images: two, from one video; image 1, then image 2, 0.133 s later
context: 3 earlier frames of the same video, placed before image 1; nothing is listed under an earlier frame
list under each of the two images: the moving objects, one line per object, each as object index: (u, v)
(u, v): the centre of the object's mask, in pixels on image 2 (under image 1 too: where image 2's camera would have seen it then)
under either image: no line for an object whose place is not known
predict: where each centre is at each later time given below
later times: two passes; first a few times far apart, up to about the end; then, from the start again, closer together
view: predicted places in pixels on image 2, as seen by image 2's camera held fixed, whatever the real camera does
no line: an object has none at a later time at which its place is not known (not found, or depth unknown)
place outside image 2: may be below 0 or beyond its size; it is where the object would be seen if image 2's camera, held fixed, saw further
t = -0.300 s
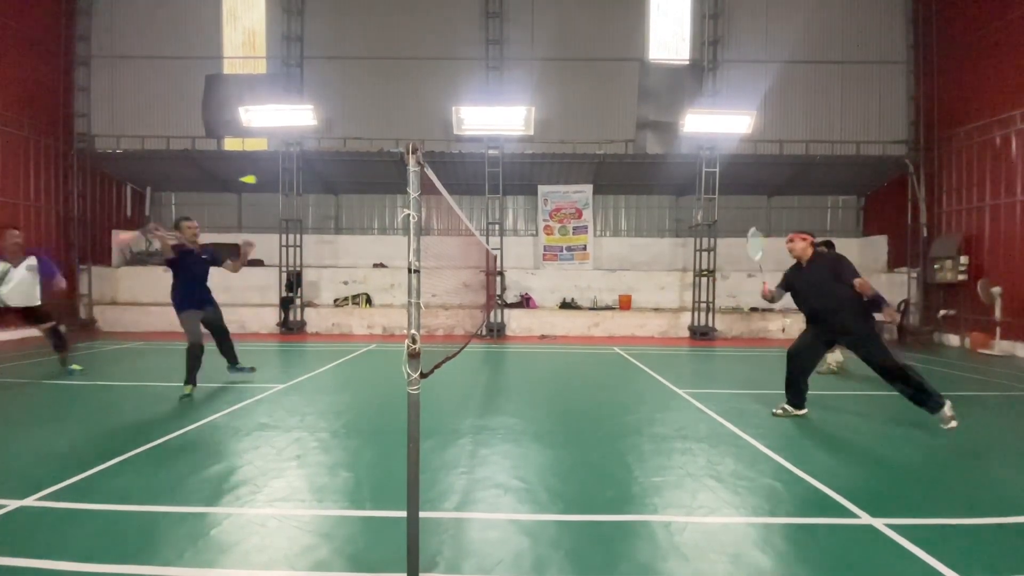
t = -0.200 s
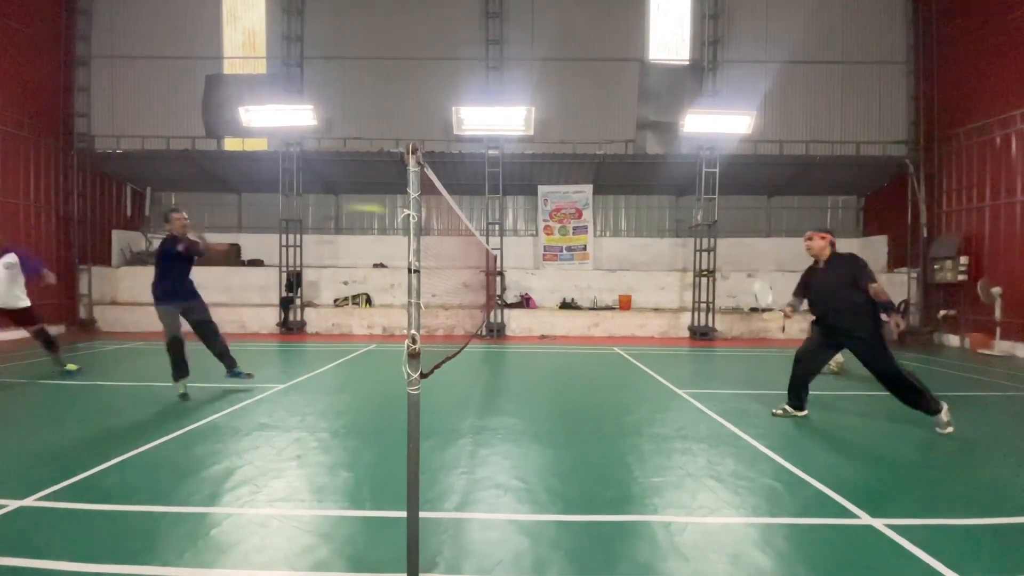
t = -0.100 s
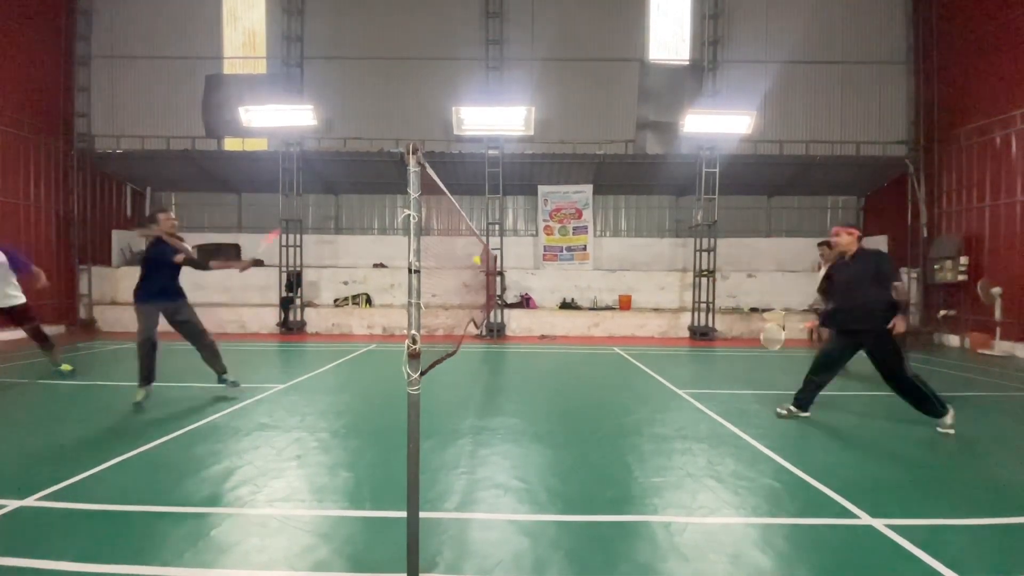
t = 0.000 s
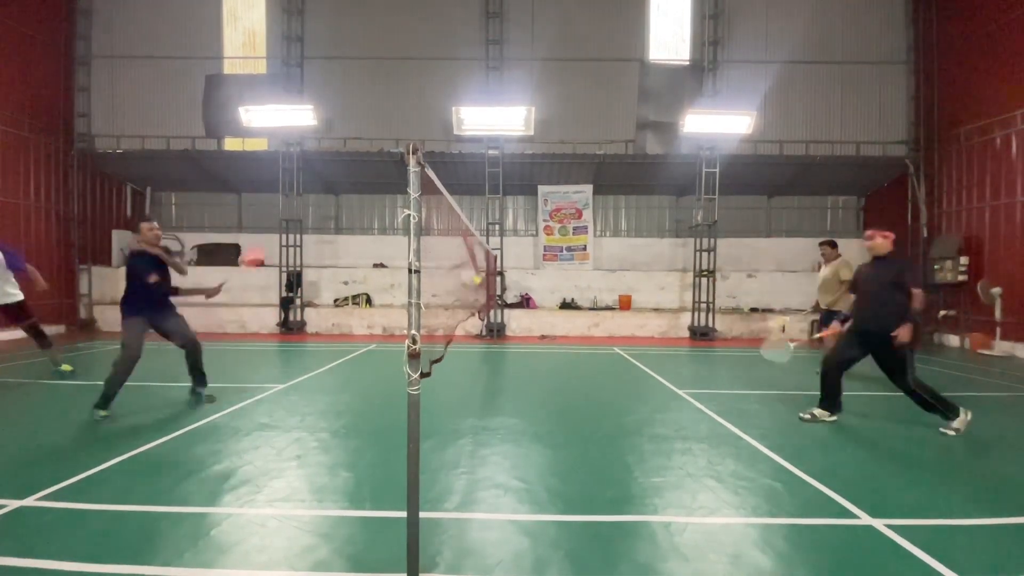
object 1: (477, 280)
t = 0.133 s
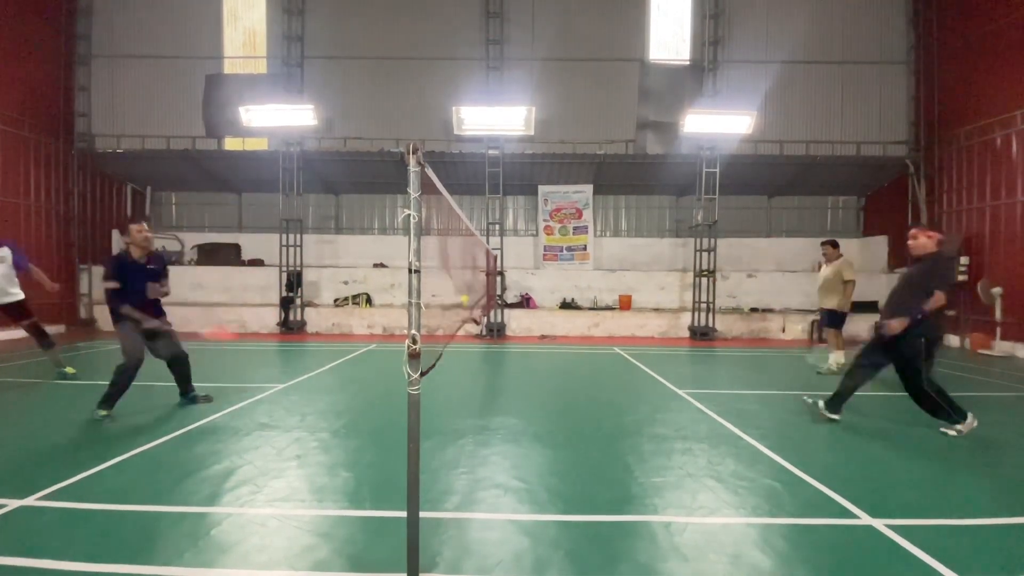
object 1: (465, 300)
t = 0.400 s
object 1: (453, 404)
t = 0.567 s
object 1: (460, 407)
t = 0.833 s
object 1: (474, 413)
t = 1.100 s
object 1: (478, 417)
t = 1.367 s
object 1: (478, 418)
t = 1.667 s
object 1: (479, 419)
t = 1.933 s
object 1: (478, 419)
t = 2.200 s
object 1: (478, 419)
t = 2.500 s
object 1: (478, 419)
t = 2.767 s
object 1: (479, 418)
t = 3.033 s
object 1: (478, 418)
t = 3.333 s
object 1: (479, 418)
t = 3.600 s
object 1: (479, 418)
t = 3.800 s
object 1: (478, 418)
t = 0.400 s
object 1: (453, 404)
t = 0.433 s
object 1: (454, 412)
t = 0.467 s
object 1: (456, 408)
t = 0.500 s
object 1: (458, 407)
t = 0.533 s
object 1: (460, 407)
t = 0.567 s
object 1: (460, 407)
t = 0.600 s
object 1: (460, 407)
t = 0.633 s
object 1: (461, 407)
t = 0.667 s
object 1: (464, 409)
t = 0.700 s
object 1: (466, 413)
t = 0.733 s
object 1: (469, 411)
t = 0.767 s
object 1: (471, 410)
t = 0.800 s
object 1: (472, 411)
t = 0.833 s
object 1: (474, 413)
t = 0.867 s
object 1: (475, 415)
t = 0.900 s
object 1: (477, 417)
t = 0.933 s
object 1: (478, 417)
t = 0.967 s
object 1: (479, 417)
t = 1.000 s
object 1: (478, 417)
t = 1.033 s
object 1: (479, 418)
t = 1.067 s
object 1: (478, 418)
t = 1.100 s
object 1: (478, 417)
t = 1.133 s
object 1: (478, 418)
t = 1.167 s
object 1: (478, 418)
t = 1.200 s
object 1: (479, 418)
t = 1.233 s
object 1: (478, 418)
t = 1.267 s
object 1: (478, 418)
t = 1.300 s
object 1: (478, 418)
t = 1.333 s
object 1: (478, 418)
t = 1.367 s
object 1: (478, 418)
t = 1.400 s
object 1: (478, 418)
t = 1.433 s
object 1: (478, 418)
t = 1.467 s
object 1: (478, 418)
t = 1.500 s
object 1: (478, 418)
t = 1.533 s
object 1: (479, 418)
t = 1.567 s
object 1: (479, 418)
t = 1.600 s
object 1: (479, 418)
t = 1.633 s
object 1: (479, 419)
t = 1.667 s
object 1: (479, 419)
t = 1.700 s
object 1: (479, 419)
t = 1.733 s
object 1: (479, 419)
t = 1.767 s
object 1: (479, 419)
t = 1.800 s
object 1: (479, 419)
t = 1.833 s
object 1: (478, 419)
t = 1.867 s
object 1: (478, 419)
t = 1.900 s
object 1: (478, 419)
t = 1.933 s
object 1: (478, 419)
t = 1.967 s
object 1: (478, 419)
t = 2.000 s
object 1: (478, 419)
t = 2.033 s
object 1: (478, 419)
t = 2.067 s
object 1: (479, 419)
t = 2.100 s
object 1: (479, 419)
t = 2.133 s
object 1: (479, 419)
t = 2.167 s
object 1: (479, 419)
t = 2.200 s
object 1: (478, 419)
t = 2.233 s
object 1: (479, 419)
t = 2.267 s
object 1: (479, 419)
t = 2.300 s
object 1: (478, 419)
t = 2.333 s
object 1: (479, 419)
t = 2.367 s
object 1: (479, 419)
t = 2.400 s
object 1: (479, 419)
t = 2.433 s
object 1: (479, 419)
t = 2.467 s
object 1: (478, 419)
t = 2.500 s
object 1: (478, 419)
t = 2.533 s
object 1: (478, 418)
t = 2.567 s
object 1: (478, 419)
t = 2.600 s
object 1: (478, 419)
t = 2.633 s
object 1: (478, 419)
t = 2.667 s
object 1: (478, 418)
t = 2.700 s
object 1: (478, 418)
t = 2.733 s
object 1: (479, 419)
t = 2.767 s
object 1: (479, 418)
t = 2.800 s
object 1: (479, 419)
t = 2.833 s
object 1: (478, 418)
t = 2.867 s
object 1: (479, 418)
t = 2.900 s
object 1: (479, 418)
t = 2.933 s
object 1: (479, 418)
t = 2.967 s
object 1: (478, 419)
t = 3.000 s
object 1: (479, 418)
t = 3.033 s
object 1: (478, 418)
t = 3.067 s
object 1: (479, 418)
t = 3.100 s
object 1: (478, 418)
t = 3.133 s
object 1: (478, 418)
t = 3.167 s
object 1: (478, 419)
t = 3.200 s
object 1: (478, 419)
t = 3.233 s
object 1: (479, 419)
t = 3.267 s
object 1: (479, 419)
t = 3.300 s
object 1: (479, 418)
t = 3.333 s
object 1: (479, 418)
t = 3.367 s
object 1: (479, 418)
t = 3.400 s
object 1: (479, 418)
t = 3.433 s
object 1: (478, 418)
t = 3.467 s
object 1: (479, 418)
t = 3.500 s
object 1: (478, 418)
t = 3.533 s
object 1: (478, 418)
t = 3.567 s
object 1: (479, 418)
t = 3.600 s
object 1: (479, 418)
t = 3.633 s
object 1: (479, 418)
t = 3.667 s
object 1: (479, 418)
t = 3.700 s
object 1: (479, 418)
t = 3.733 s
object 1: (479, 418)
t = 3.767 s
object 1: (479, 418)
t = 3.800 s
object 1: (478, 418)
